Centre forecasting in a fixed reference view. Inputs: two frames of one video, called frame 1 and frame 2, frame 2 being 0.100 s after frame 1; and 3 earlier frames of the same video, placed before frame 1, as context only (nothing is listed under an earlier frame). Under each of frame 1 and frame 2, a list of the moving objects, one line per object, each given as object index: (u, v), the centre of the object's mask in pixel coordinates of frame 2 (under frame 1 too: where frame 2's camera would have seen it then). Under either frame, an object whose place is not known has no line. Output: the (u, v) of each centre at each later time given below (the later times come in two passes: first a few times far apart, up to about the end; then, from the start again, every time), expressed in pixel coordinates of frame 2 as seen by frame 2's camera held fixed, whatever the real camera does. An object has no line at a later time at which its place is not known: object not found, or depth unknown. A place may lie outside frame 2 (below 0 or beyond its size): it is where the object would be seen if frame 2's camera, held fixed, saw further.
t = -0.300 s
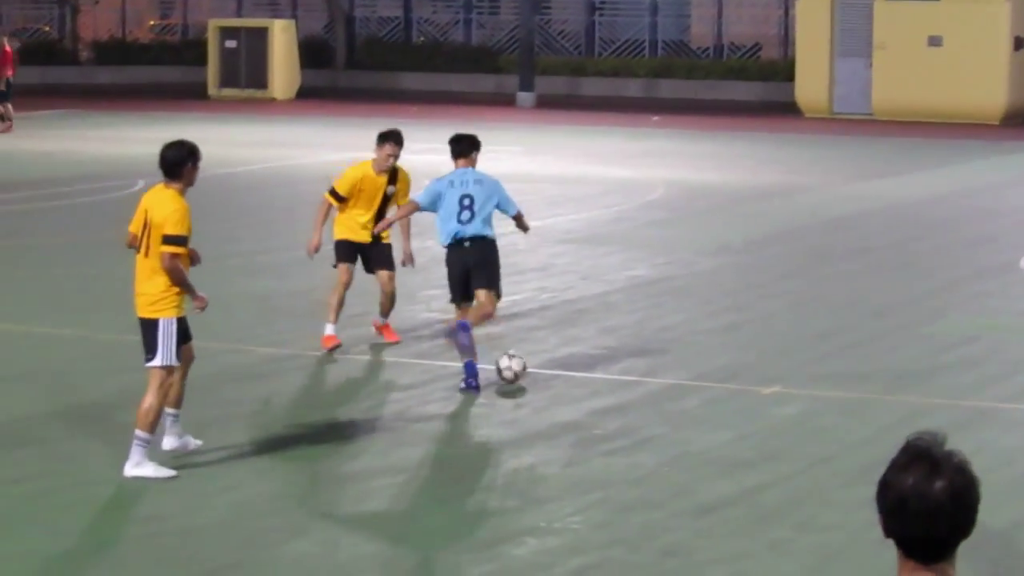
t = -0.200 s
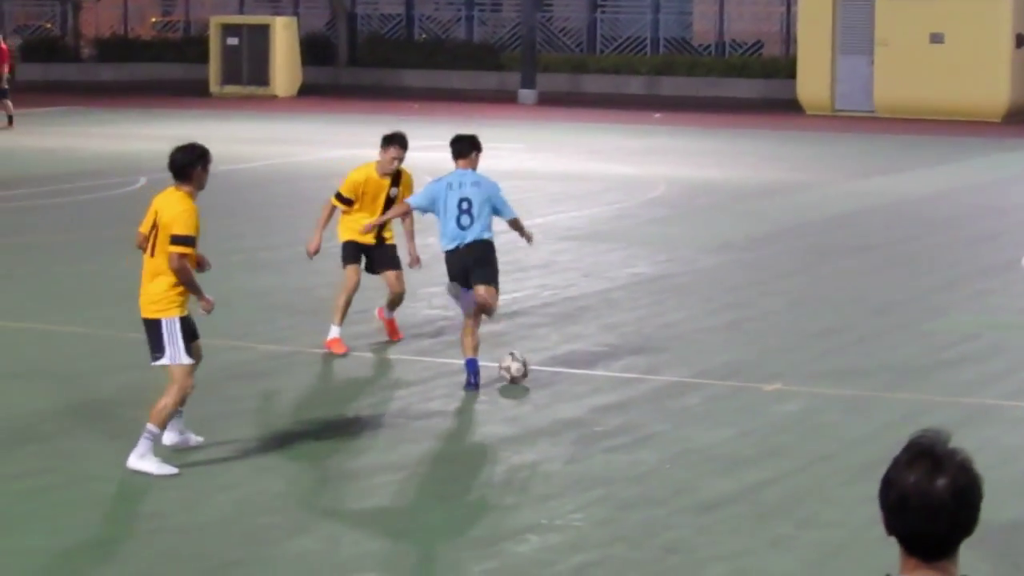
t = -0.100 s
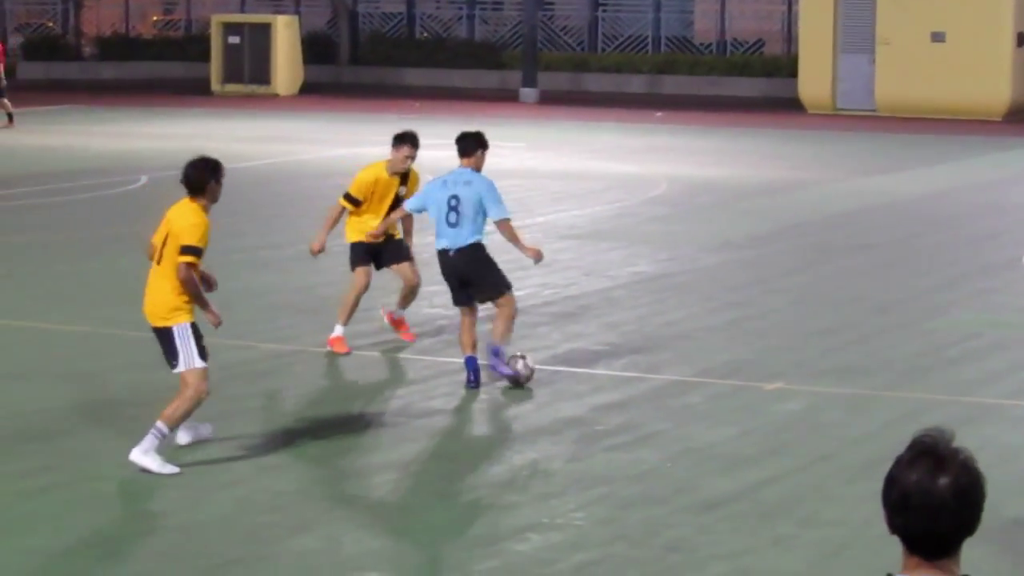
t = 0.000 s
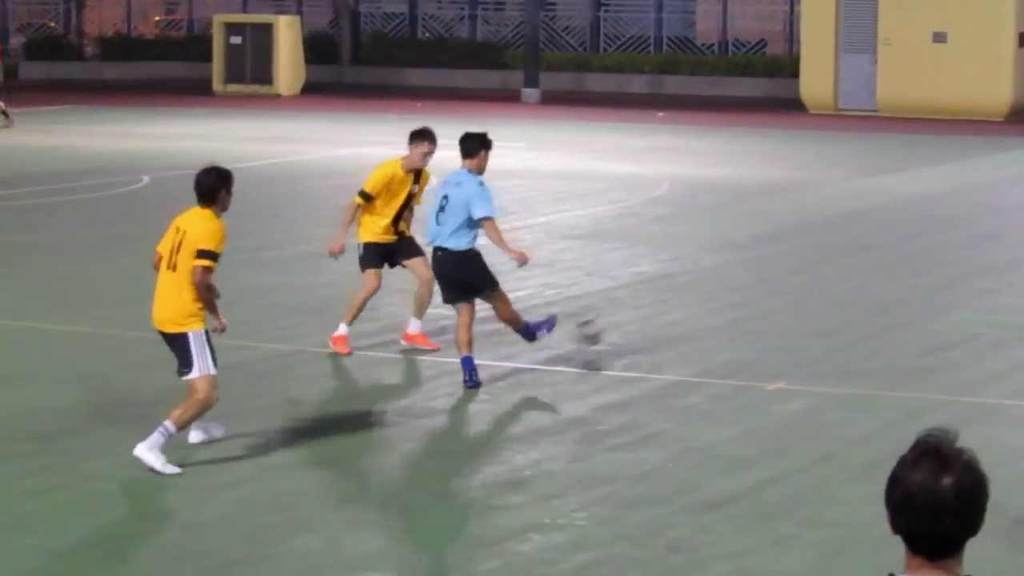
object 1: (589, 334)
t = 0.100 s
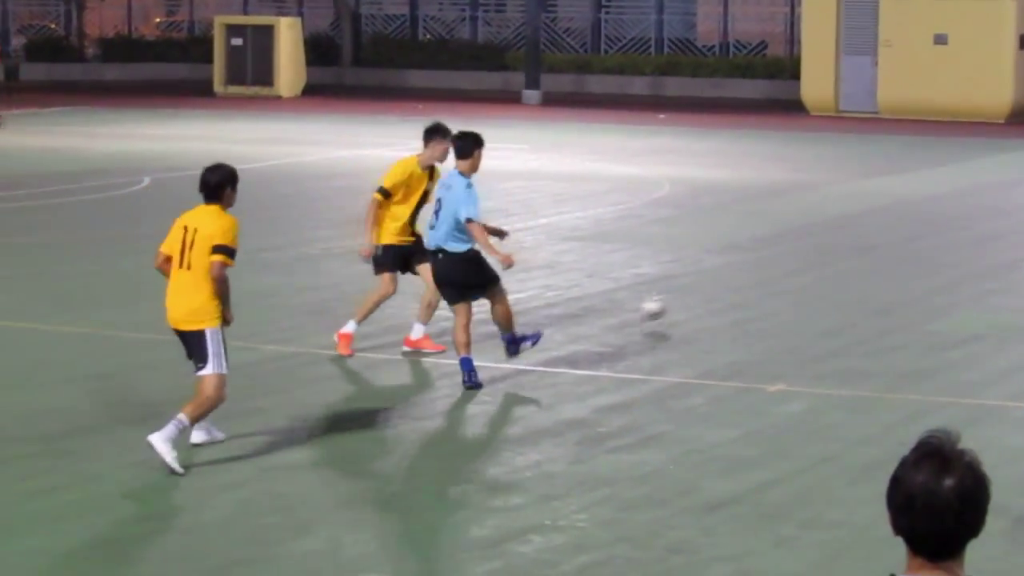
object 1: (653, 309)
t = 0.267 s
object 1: (718, 271)
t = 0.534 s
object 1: (770, 235)
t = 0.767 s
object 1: (789, 217)
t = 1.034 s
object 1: (802, 202)
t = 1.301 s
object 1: (812, 185)
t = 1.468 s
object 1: (820, 184)
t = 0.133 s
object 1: (669, 303)
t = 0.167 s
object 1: (683, 300)
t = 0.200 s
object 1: (696, 288)
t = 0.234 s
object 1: (707, 277)
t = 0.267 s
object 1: (718, 271)
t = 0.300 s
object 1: (728, 265)
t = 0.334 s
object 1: (736, 263)
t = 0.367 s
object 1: (743, 262)
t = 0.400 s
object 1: (749, 255)
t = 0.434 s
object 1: (755, 247)
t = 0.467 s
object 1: (759, 241)
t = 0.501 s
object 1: (765, 238)
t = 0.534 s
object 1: (770, 235)
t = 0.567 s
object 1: (773, 233)
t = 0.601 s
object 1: (777, 234)
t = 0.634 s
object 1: (780, 230)
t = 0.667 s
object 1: (783, 224)
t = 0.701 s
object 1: (785, 220)
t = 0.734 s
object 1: (787, 219)
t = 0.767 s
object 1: (789, 217)
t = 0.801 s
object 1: (791, 217)
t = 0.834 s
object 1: (792, 212)
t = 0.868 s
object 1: (794, 208)
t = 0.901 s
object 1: (796, 205)
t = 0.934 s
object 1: (797, 203)
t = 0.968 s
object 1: (799, 202)
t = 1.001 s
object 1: (801, 202)
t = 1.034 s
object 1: (802, 202)
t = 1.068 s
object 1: (804, 198)
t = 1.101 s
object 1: (806, 195)
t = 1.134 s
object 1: (807, 195)
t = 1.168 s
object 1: (809, 194)
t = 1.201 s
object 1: (810, 194)
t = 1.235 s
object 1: (810, 192)
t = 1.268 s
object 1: (811, 188)
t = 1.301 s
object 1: (812, 185)
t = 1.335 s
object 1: (813, 185)
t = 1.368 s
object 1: (814, 184)
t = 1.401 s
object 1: (816, 186)
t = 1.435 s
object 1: (818, 185)
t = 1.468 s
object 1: (820, 184)
